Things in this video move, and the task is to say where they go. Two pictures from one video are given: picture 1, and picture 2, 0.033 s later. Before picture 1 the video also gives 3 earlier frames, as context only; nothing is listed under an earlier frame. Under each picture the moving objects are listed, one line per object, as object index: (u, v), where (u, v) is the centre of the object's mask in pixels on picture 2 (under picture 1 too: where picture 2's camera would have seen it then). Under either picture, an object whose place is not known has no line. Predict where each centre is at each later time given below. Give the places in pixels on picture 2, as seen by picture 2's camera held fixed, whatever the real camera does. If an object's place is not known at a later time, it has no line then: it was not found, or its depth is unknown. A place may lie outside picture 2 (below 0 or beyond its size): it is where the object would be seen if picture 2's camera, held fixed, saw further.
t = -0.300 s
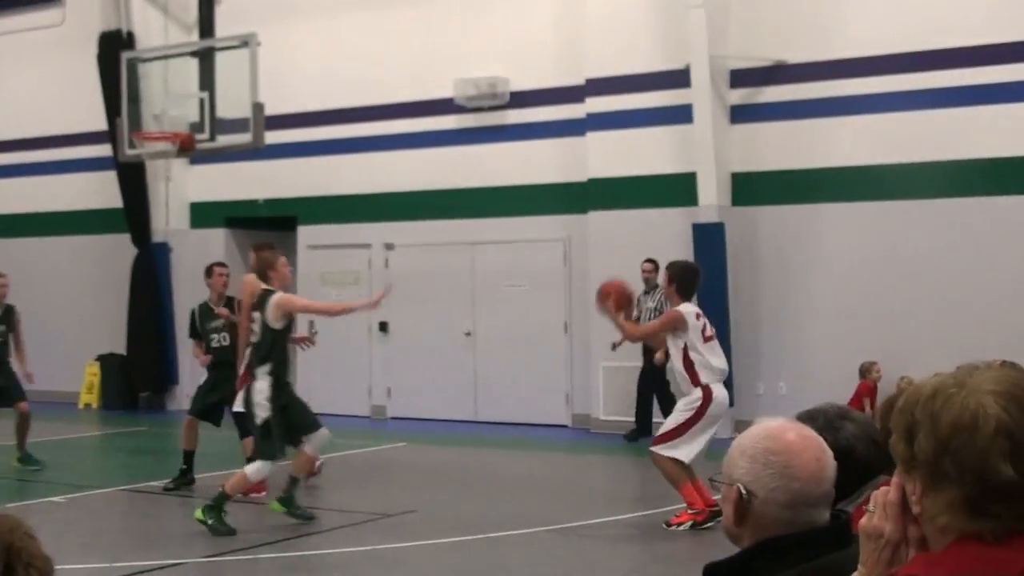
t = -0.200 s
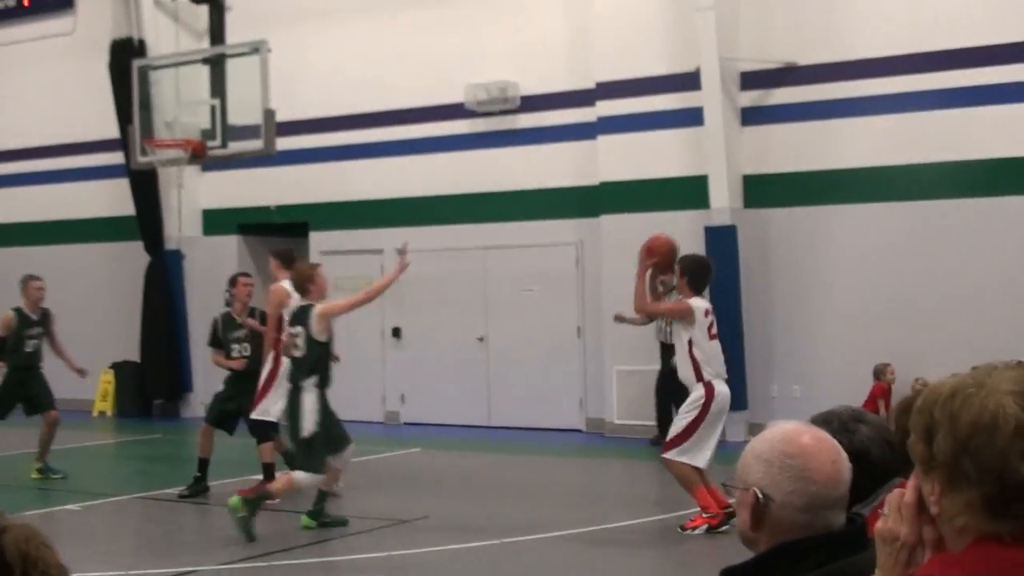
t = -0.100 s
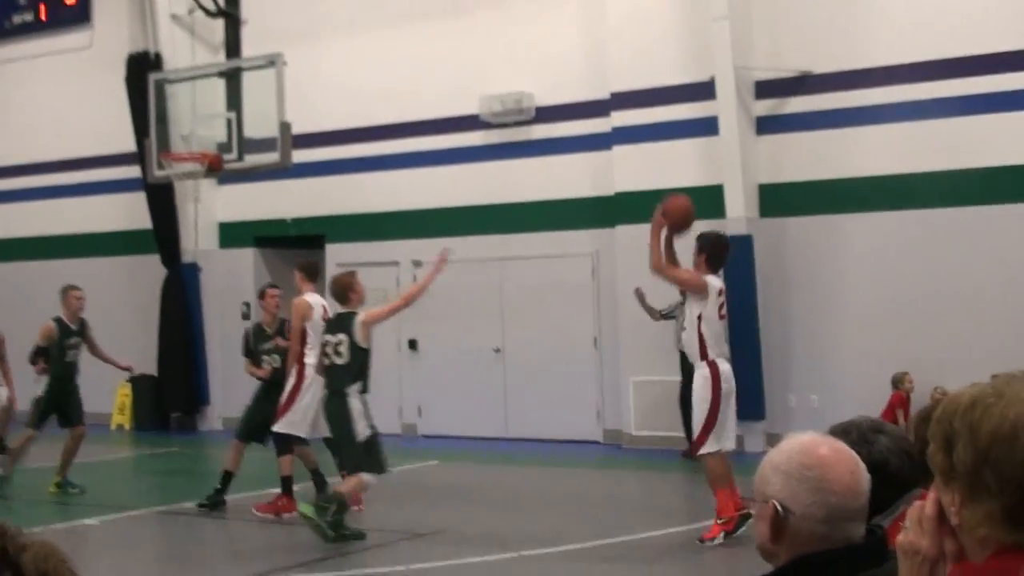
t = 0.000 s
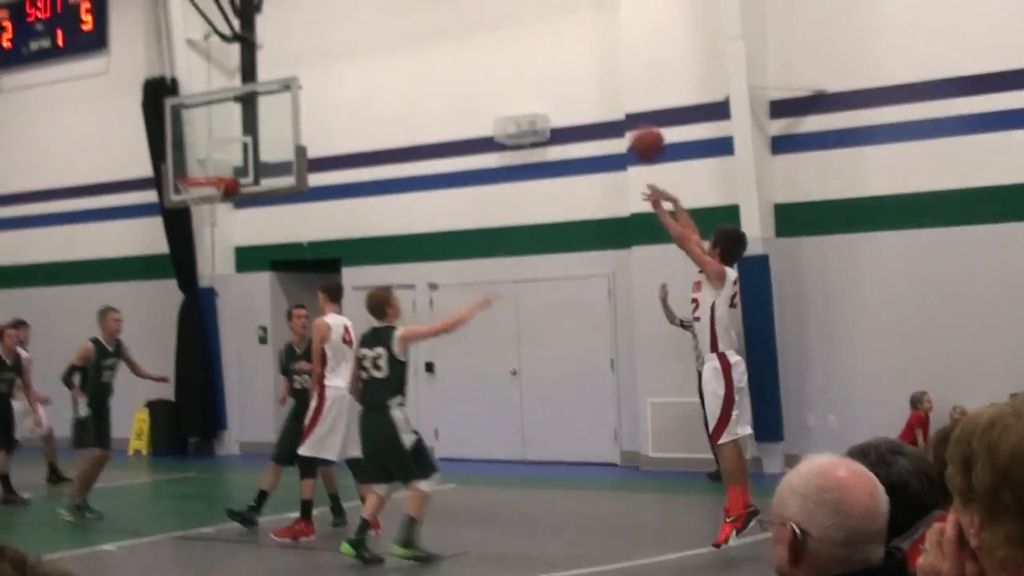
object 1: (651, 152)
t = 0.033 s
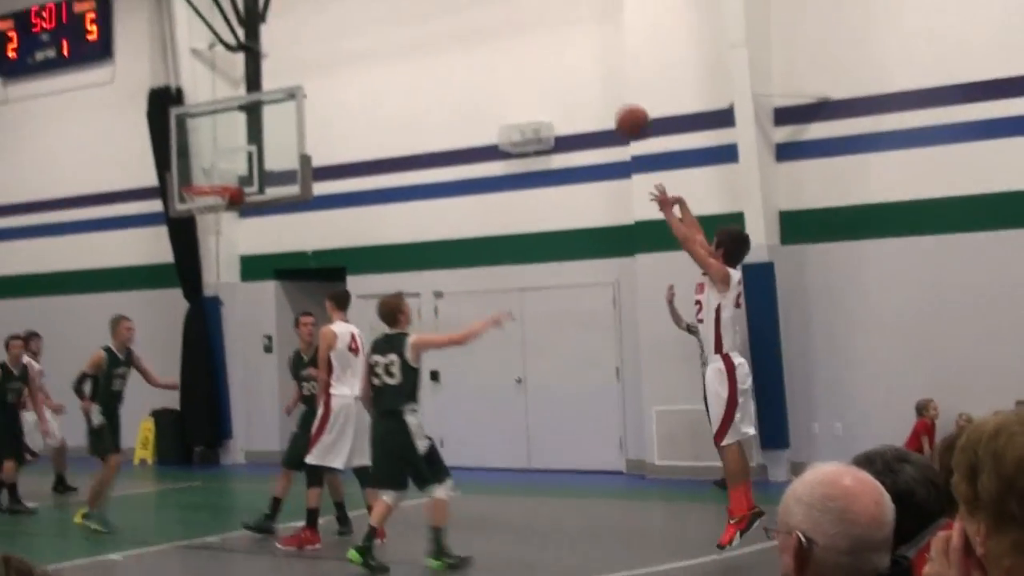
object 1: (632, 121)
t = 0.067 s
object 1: (614, 95)
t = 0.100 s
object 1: (594, 70)
